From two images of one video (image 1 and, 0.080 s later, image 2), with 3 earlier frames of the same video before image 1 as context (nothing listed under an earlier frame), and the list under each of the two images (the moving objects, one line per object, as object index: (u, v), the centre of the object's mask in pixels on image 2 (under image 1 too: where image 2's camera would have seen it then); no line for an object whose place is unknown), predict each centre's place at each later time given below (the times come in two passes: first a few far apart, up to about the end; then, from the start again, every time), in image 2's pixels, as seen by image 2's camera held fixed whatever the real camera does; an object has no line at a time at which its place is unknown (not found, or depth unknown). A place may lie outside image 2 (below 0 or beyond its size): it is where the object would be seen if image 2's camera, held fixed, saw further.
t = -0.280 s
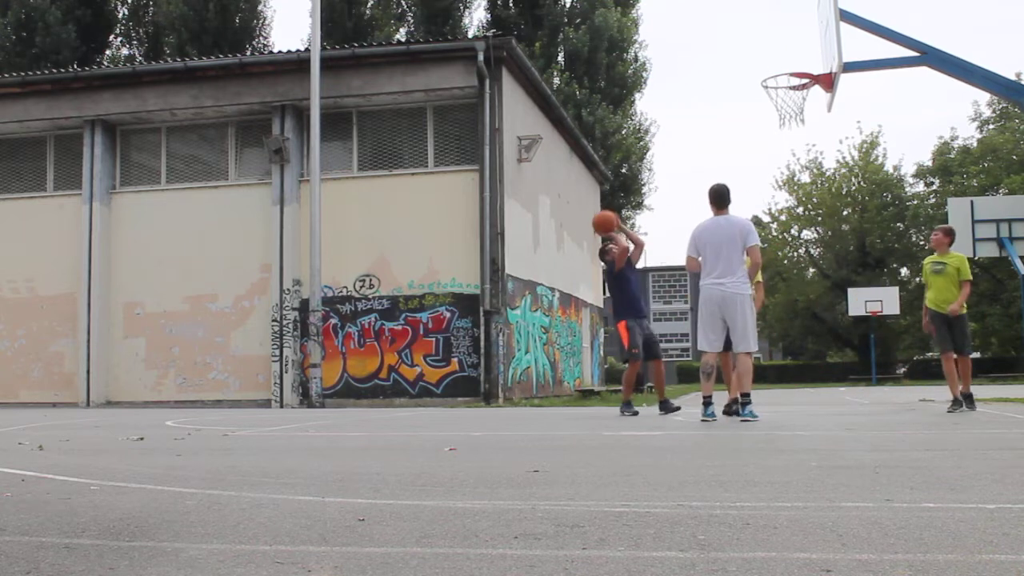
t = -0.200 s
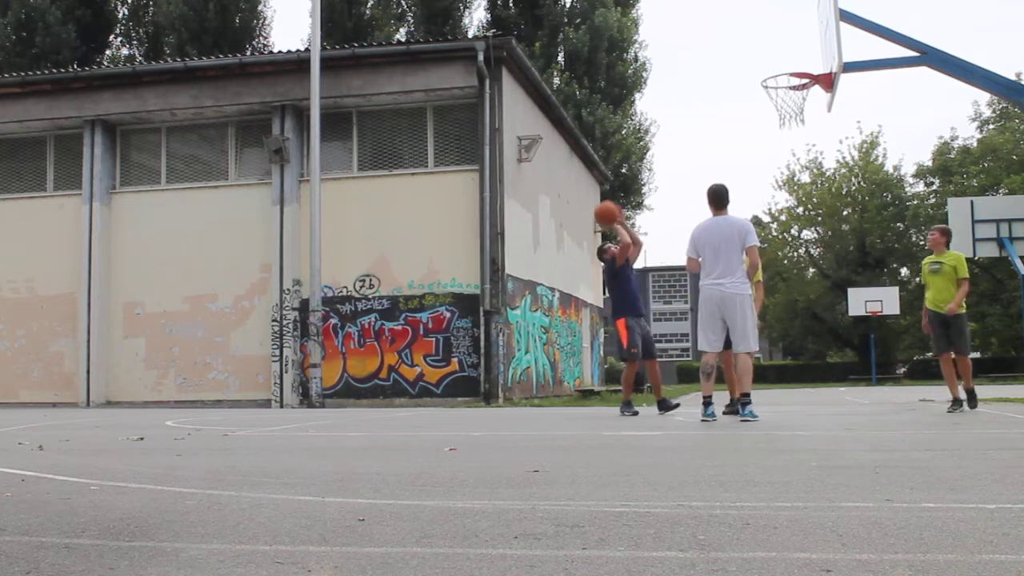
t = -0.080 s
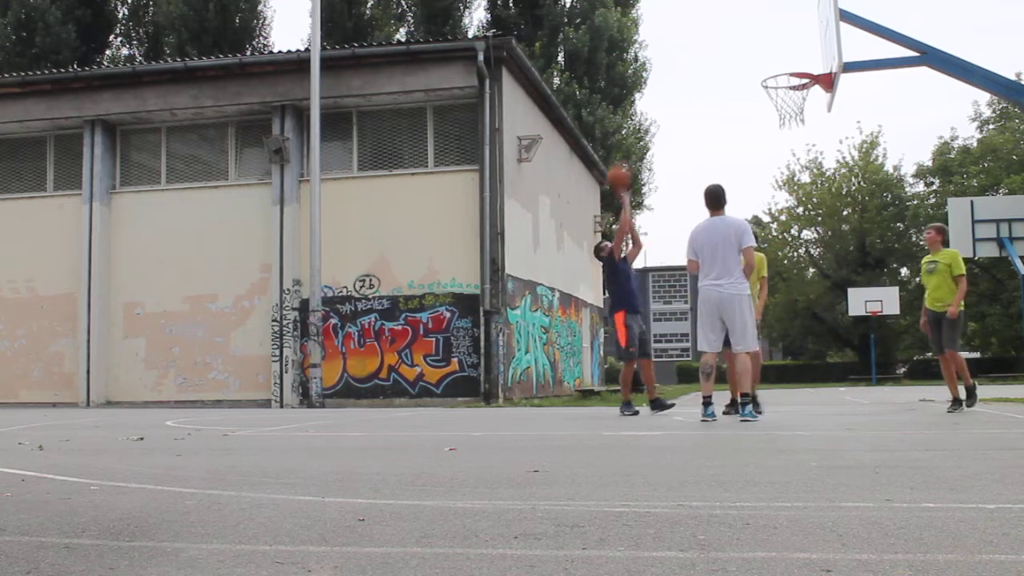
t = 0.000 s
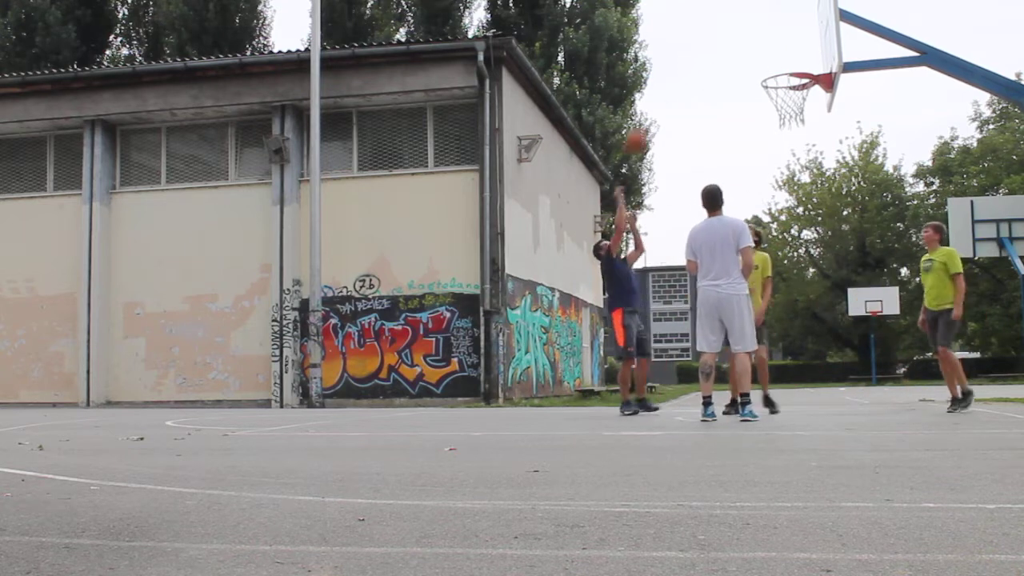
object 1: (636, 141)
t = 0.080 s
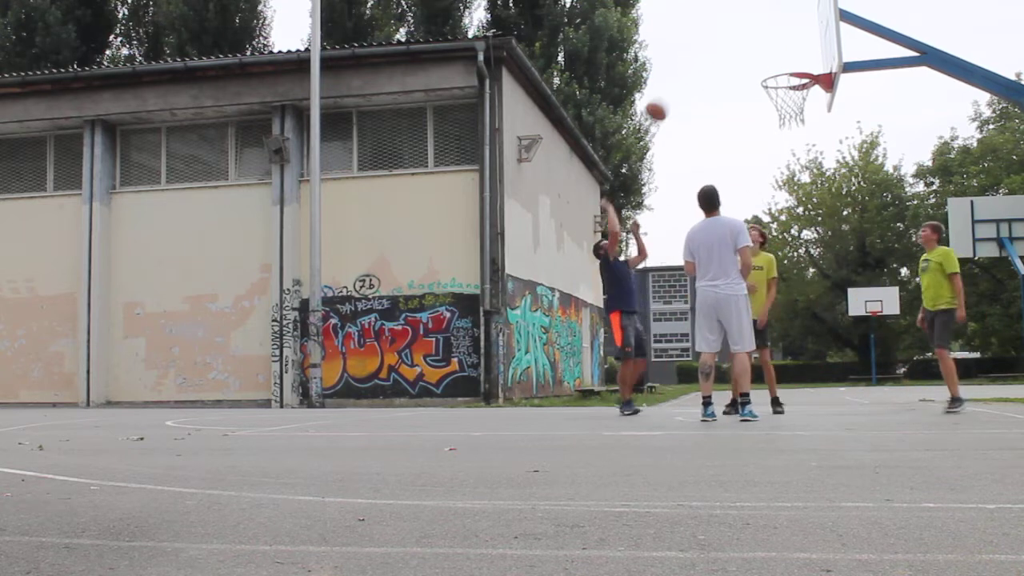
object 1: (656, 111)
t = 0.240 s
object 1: (694, 69)
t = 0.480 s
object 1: (758, 50)
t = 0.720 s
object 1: (780, 64)
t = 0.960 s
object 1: (732, 98)
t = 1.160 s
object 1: (698, 166)
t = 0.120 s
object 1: (665, 99)
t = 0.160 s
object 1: (675, 87)
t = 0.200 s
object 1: (684, 77)
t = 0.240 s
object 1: (694, 69)
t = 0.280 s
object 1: (705, 62)
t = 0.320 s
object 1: (715, 56)
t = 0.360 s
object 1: (725, 52)
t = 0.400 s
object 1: (736, 50)
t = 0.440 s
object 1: (747, 49)
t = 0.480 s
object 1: (758, 50)
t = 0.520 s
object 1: (770, 52)
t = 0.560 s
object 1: (781, 57)
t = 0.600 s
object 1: (793, 61)
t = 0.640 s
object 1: (798, 66)
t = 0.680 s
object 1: (789, 64)
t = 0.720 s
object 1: (780, 64)
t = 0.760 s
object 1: (772, 66)
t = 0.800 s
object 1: (763, 70)
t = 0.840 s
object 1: (755, 74)
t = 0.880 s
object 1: (747, 81)
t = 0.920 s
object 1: (740, 88)
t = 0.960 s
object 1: (732, 98)
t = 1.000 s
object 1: (725, 108)
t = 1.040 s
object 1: (718, 121)
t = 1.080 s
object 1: (711, 134)
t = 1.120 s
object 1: (705, 149)
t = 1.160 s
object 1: (698, 166)
